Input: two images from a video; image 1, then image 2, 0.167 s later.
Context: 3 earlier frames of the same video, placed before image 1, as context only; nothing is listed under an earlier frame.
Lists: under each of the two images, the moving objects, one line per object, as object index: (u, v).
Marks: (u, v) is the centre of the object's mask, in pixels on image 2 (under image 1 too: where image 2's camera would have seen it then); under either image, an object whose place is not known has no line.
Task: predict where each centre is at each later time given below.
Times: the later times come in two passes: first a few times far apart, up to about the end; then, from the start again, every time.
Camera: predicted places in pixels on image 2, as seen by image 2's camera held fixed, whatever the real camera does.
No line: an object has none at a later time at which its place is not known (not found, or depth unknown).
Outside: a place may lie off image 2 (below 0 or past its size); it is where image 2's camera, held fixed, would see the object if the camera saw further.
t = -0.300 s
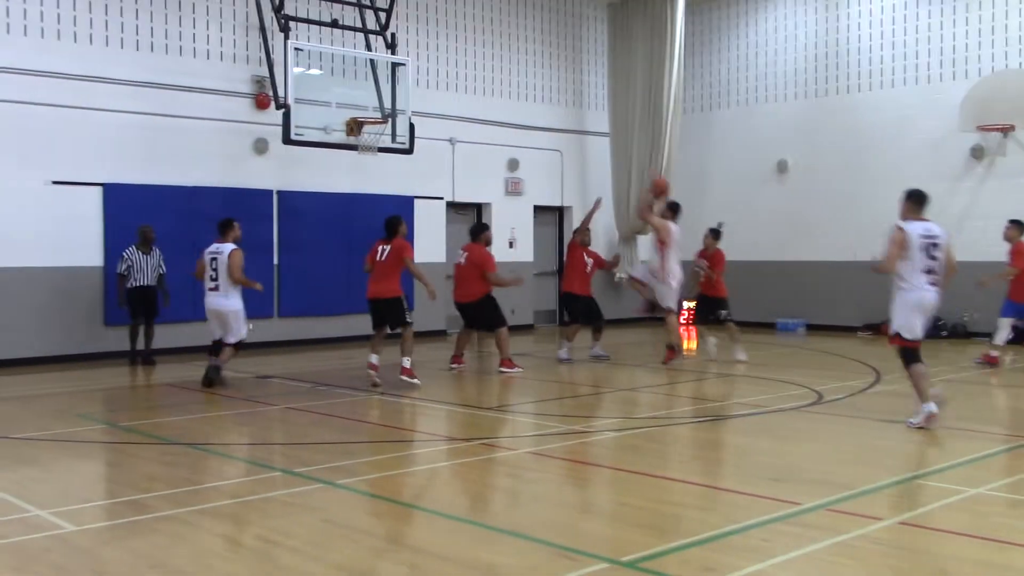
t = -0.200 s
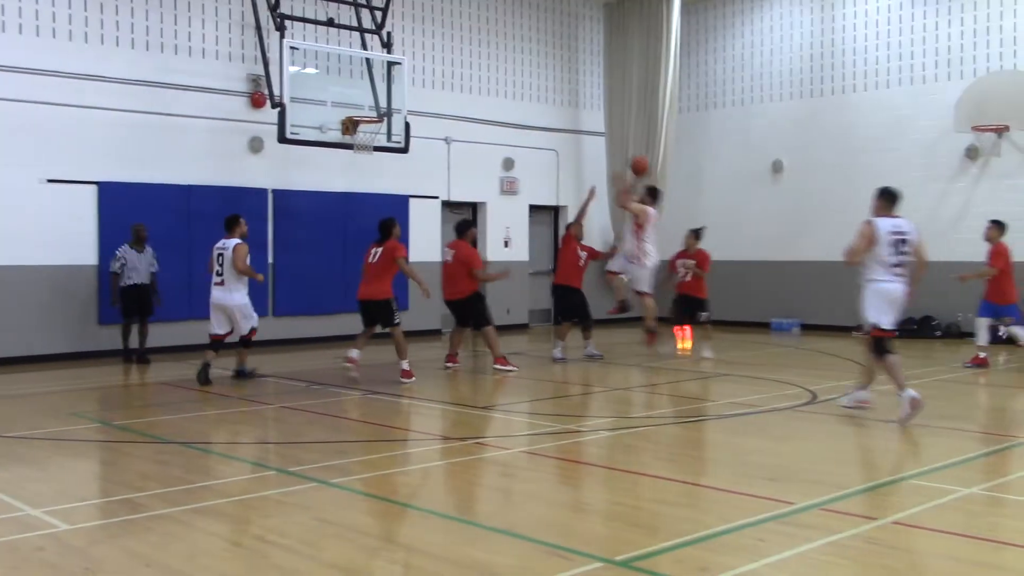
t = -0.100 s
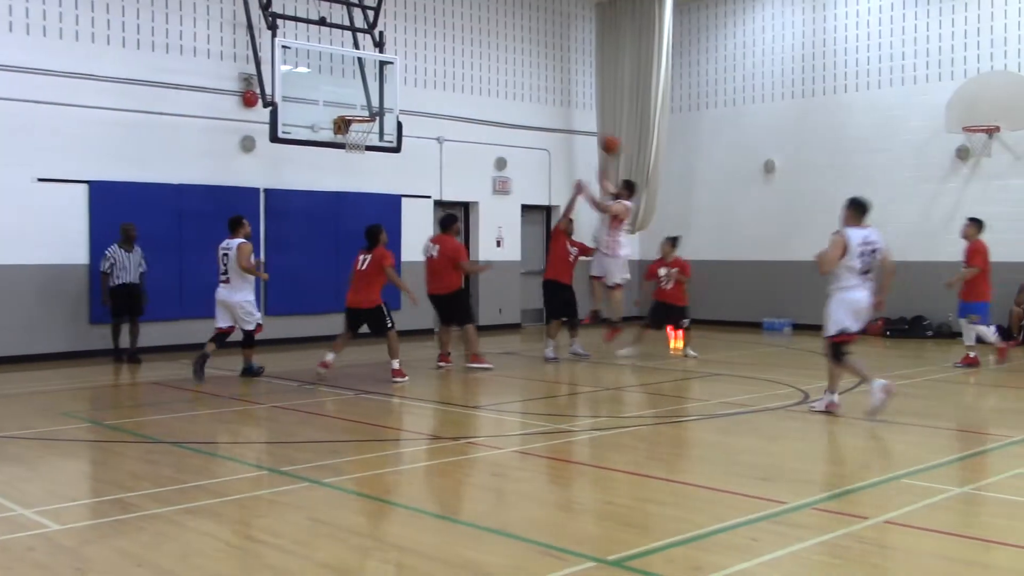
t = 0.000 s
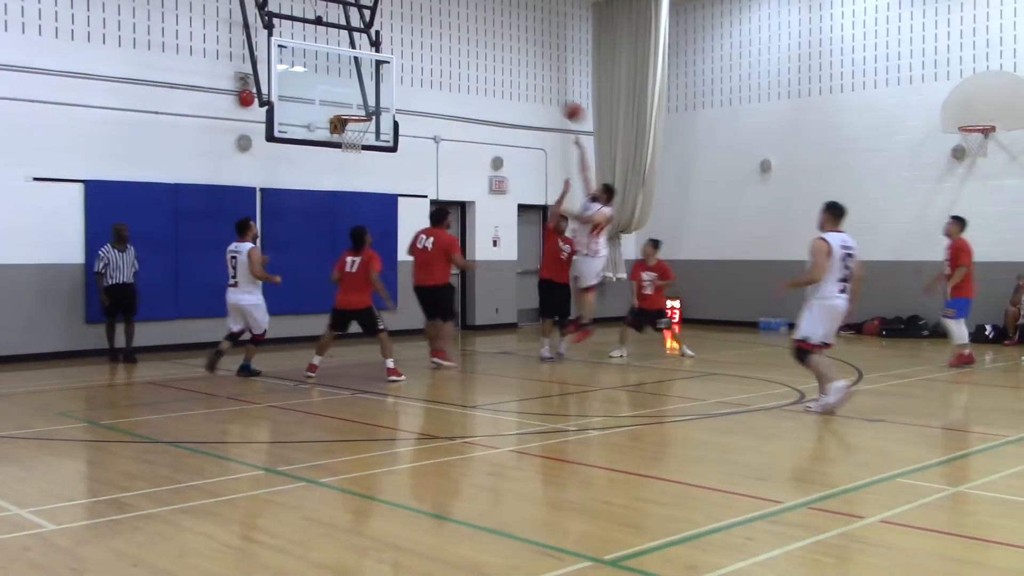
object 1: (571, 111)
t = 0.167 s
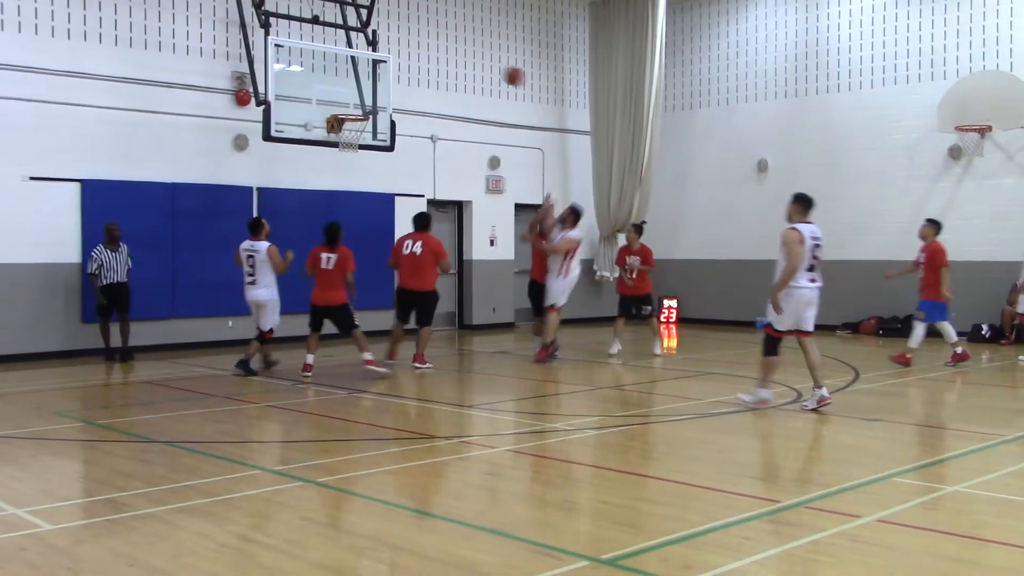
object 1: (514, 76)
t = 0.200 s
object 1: (502, 71)
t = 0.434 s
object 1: (426, 67)
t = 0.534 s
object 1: (395, 78)
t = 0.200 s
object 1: (502, 71)
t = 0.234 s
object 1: (491, 68)
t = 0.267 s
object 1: (481, 66)
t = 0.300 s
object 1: (469, 64)
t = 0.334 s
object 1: (459, 63)
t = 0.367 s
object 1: (447, 64)
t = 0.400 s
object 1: (437, 65)
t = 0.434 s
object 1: (426, 67)
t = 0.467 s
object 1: (416, 70)
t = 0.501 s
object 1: (406, 73)
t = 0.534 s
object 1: (395, 78)
